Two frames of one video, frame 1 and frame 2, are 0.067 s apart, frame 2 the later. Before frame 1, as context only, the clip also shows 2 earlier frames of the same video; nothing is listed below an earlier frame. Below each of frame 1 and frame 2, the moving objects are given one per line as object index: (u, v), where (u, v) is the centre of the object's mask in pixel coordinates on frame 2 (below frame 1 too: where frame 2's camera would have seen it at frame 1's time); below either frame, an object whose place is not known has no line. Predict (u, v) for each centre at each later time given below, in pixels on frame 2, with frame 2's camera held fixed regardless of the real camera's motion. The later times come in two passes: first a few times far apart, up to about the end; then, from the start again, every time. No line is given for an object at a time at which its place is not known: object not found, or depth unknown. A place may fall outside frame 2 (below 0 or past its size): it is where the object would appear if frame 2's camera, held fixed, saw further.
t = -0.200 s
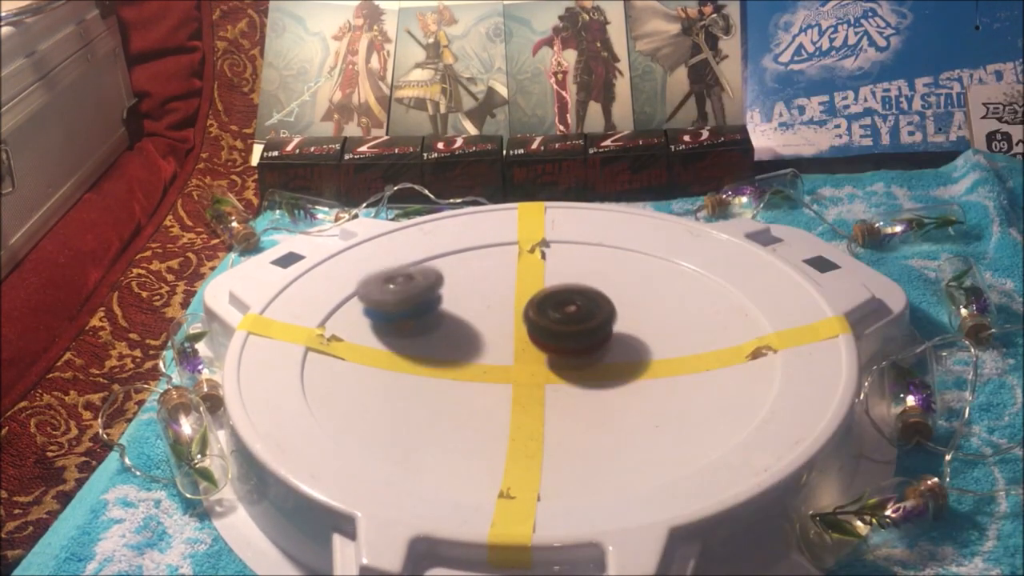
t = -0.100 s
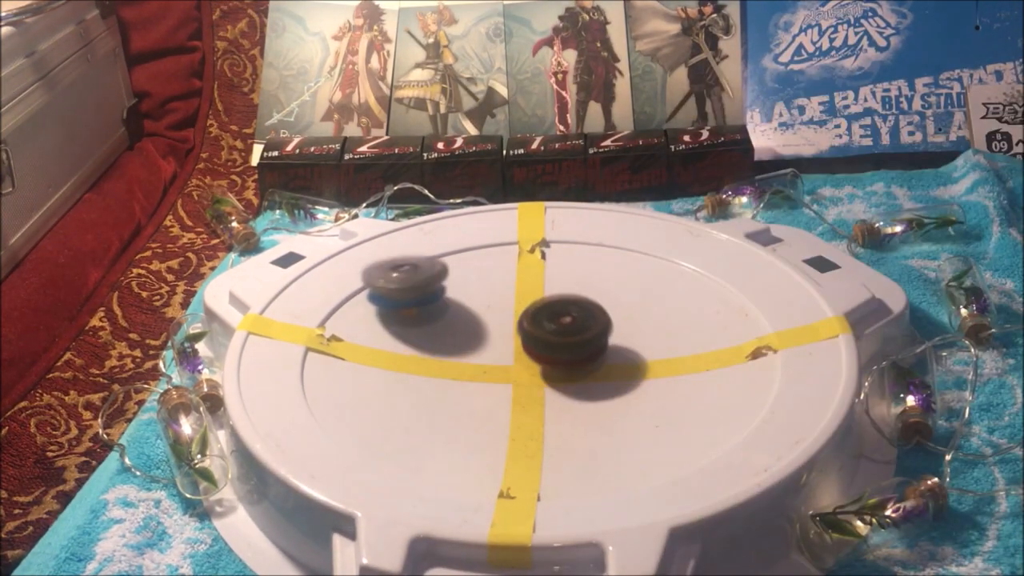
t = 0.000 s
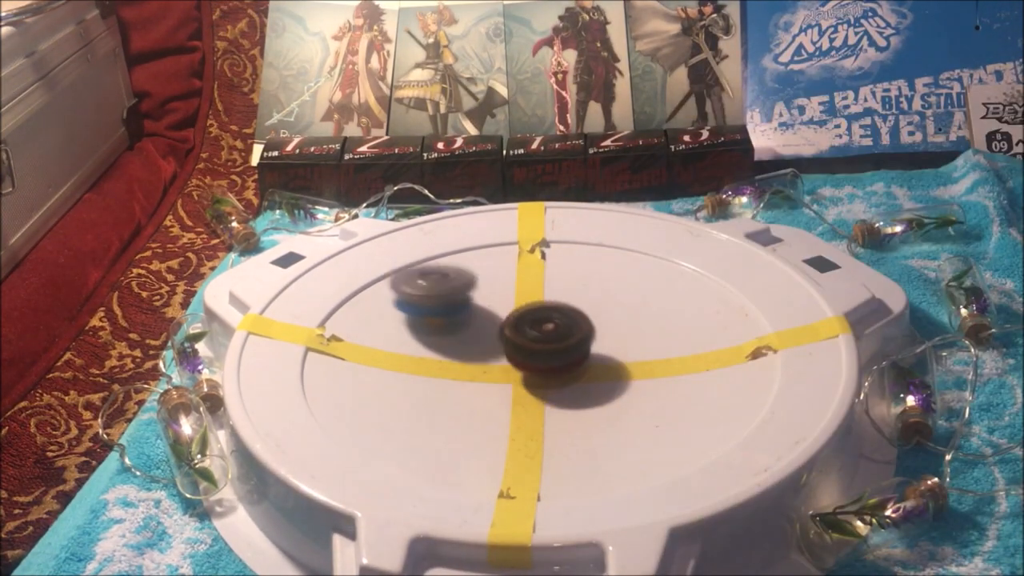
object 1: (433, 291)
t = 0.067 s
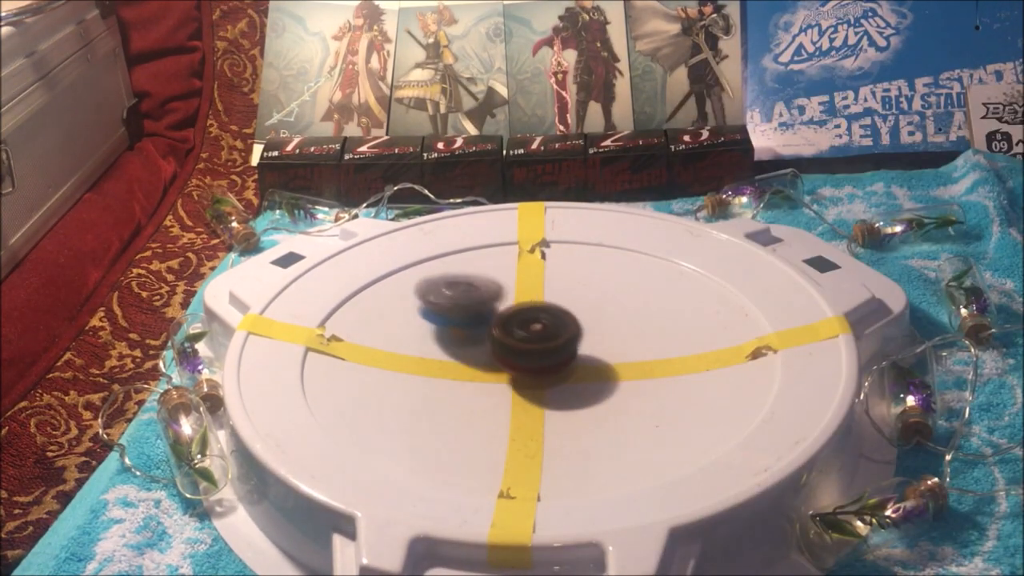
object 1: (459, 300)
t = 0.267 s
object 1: (488, 292)
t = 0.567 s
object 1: (493, 281)
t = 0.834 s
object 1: (488, 278)
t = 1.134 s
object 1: (525, 284)
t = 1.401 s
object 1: (573, 266)
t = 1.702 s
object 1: (603, 260)
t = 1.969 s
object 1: (609, 263)
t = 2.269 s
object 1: (612, 292)
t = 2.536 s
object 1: (601, 326)
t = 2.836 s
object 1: (598, 352)
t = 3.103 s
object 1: (596, 382)
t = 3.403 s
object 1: (557, 386)
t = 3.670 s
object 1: (511, 374)
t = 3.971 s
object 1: (471, 368)
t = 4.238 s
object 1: (465, 345)
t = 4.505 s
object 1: (476, 320)
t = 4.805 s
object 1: (478, 292)
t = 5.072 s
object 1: (511, 286)
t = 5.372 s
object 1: (557, 268)
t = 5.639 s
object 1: (583, 270)
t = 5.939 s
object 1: (486, 351)
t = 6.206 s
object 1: (592, 300)
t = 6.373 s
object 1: (586, 298)
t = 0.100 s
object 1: (468, 299)
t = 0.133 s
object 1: (472, 297)
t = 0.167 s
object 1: (477, 295)
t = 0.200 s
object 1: (481, 292)
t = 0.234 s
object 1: (484, 291)
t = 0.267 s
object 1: (488, 292)
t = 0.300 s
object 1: (491, 292)
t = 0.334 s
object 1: (493, 292)
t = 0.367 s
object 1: (494, 293)
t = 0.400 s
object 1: (494, 293)
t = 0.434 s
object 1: (495, 291)
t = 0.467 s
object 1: (496, 289)
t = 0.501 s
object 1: (495, 286)
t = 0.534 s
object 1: (494, 283)
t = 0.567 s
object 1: (493, 281)
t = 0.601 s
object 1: (492, 280)
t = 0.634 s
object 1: (490, 278)
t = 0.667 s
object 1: (489, 277)
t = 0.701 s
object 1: (488, 277)
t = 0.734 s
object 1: (488, 276)
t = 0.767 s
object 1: (487, 276)
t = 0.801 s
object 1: (487, 277)
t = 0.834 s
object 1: (488, 278)
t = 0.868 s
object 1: (490, 279)
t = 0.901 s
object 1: (492, 280)
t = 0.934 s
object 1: (496, 281)
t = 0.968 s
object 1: (500, 282)
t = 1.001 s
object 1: (504, 282)
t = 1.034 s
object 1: (509, 283)
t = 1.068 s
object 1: (515, 283)
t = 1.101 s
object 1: (520, 284)
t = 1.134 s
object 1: (525, 284)
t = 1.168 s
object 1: (530, 282)
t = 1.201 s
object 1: (536, 281)
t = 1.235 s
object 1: (542, 278)
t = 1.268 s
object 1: (549, 277)
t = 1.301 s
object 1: (555, 274)
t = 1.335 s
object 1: (562, 272)
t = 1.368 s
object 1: (568, 269)
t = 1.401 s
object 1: (573, 266)
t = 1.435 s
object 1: (579, 264)
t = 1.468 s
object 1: (585, 263)
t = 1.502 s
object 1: (589, 262)
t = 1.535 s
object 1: (593, 261)
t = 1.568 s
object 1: (596, 260)
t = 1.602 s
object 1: (598, 259)
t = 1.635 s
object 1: (600, 259)
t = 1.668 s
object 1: (601, 259)
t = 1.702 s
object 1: (603, 260)
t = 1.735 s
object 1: (604, 260)
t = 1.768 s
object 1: (606, 261)
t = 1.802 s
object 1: (606, 262)
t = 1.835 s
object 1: (606, 264)
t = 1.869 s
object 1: (605, 266)
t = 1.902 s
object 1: (605, 267)
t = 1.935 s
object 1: (606, 268)
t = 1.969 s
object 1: (609, 263)
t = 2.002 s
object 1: (612, 261)
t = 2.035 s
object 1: (614, 261)
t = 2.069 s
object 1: (616, 264)
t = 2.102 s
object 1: (616, 267)
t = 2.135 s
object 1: (615, 271)
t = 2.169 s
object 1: (614, 276)
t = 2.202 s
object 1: (614, 282)
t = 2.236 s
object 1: (613, 287)
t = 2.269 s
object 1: (612, 292)
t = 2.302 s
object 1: (610, 298)
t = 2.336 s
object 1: (609, 303)
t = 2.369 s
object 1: (609, 308)
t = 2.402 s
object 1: (607, 312)
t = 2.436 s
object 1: (606, 316)
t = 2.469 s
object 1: (604, 319)
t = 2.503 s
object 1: (603, 323)
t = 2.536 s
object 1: (601, 326)
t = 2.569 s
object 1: (603, 329)
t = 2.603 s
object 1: (608, 332)
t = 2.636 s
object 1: (612, 334)
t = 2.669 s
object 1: (612, 337)
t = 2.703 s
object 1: (611, 341)
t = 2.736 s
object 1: (609, 343)
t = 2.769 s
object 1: (607, 346)
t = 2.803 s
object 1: (603, 349)
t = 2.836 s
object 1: (598, 352)
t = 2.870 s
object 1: (593, 353)
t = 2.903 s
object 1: (589, 355)
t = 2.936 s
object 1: (594, 362)
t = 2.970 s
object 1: (600, 370)
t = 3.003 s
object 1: (601, 376)
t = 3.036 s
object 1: (599, 378)
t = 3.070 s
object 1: (598, 380)
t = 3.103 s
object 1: (596, 382)
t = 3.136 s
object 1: (593, 383)
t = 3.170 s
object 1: (590, 385)
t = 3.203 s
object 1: (587, 386)
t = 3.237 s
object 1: (583, 386)
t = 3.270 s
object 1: (579, 387)
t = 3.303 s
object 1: (574, 388)
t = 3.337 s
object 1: (569, 388)
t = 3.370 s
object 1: (563, 387)
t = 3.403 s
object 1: (557, 386)
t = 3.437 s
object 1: (551, 386)
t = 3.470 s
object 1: (544, 384)
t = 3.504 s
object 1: (539, 383)
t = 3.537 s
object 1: (533, 381)
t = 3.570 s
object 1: (527, 379)
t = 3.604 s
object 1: (522, 378)
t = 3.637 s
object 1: (517, 376)
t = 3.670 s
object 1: (511, 374)
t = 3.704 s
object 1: (506, 373)
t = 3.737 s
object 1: (501, 374)
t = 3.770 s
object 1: (497, 372)
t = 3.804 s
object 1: (493, 370)
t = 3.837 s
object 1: (489, 368)
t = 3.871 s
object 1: (483, 370)
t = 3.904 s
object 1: (478, 371)
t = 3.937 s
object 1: (474, 370)
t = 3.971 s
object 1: (471, 368)
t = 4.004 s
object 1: (468, 367)
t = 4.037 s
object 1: (467, 364)
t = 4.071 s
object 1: (465, 361)
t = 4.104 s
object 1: (464, 358)
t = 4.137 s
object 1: (464, 355)
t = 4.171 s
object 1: (464, 352)
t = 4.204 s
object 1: (464, 349)
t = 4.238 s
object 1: (465, 345)
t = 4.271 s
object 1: (465, 342)
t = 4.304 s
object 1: (465, 338)
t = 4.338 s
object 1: (466, 335)
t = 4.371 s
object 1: (466, 332)
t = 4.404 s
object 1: (468, 329)
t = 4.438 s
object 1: (471, 326)
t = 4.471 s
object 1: (473, 322)
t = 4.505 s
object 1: (476, 320)
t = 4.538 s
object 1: (480, 316)
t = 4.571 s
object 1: (474, 311)
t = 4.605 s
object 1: (469, 307)
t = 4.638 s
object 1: (468, 303)
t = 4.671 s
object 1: (469, 300)
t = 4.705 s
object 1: (471, 297)
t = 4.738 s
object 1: (473, 295)
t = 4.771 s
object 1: (475, 293)
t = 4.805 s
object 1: (478, 292)
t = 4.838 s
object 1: (481, 290)
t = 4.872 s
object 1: (484, 289)
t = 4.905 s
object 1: (488, 288)
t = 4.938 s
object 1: (492, 288)
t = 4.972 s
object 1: (497, 287)
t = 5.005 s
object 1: (502, 287)
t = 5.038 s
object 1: (506, 286)
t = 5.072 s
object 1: (511, 286)
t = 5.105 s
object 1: (516, 285)
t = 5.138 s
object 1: (520, 285)
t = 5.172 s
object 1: (525, 284)
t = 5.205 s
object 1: (530, 283)
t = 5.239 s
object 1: (535, 282)
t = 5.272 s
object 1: (541, 280)
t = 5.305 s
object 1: (546, 275)
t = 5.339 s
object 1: (552, 270)
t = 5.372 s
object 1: (557, 268)
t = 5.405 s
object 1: (560, 267)
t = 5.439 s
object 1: (564, 267)
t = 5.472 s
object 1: (567, 267)
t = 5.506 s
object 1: (571, 267)
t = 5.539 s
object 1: (573, 267)
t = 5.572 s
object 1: (577, 268)
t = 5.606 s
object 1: (580, 269)
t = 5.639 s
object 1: (583, 270)
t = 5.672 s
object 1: (590, 275)
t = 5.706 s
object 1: (645, 322)
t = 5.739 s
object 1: (568, 355)
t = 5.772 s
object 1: (535, 402)
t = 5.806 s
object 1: (413, 370)
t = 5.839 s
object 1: (478, 343)
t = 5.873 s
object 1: (520, 337)
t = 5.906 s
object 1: (484, 334)
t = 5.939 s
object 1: (486, 351)
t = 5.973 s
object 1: (540, 364)
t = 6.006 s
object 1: (555, 370)
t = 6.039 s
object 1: (554, 368)
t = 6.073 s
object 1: (585, 338)
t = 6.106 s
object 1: (601, 332)
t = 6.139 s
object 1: (614, 323)
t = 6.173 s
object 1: (606, 303)
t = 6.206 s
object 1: (592, 300)
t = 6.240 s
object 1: (594, 301)
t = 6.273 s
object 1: (594, 299)
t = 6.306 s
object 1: (591, 298)
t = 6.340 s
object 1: (589, 298)
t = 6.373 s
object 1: (586, 298)
